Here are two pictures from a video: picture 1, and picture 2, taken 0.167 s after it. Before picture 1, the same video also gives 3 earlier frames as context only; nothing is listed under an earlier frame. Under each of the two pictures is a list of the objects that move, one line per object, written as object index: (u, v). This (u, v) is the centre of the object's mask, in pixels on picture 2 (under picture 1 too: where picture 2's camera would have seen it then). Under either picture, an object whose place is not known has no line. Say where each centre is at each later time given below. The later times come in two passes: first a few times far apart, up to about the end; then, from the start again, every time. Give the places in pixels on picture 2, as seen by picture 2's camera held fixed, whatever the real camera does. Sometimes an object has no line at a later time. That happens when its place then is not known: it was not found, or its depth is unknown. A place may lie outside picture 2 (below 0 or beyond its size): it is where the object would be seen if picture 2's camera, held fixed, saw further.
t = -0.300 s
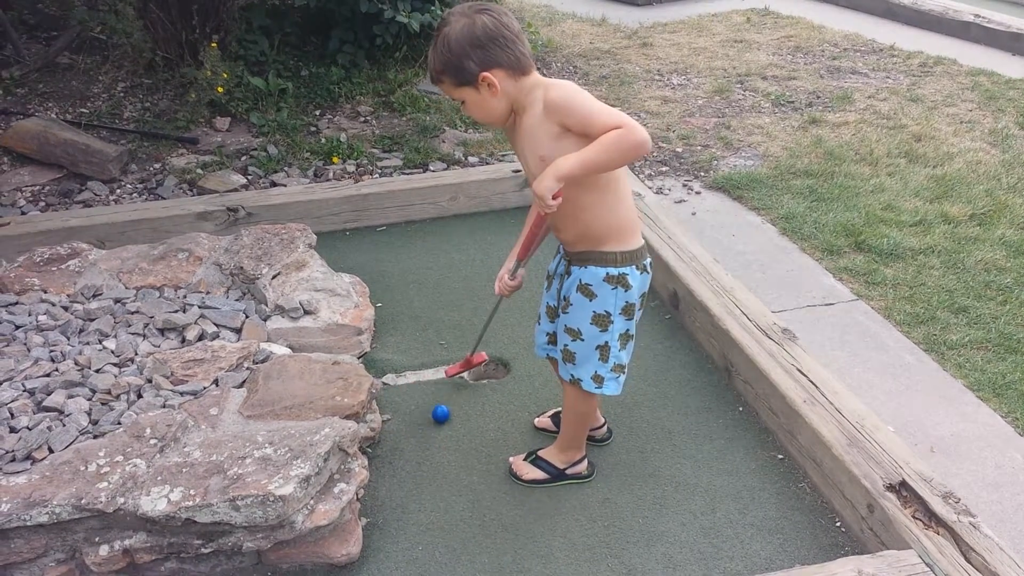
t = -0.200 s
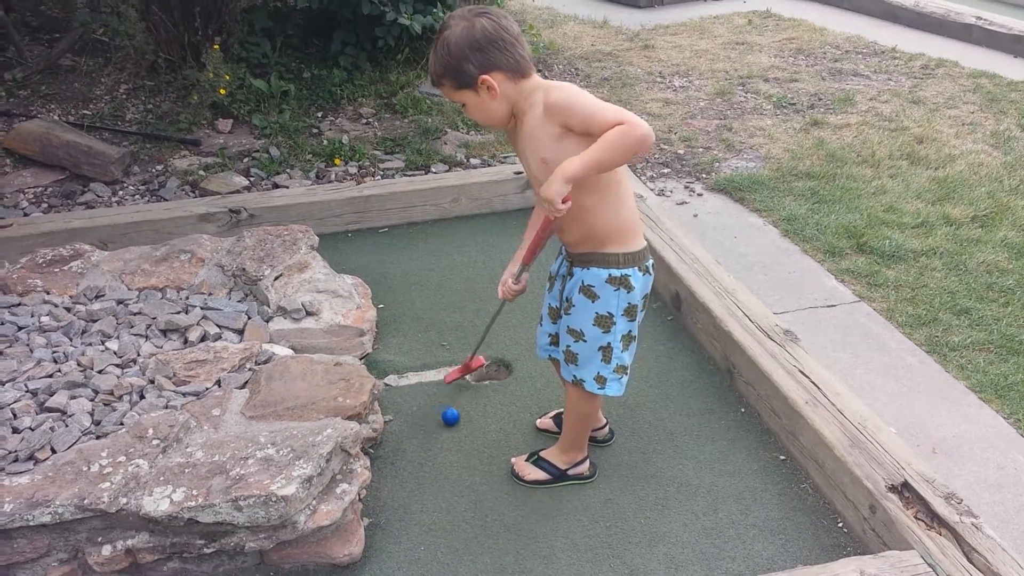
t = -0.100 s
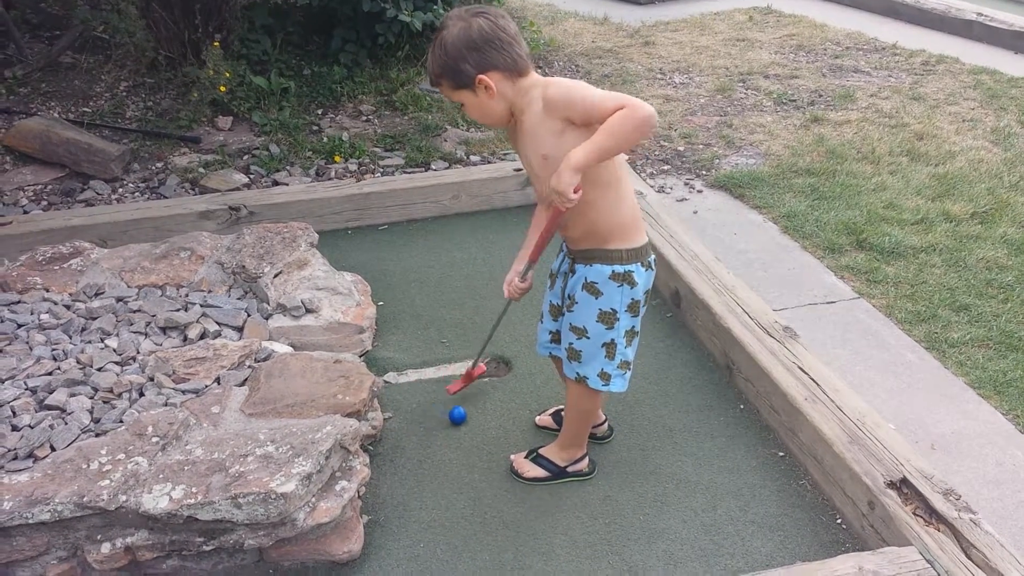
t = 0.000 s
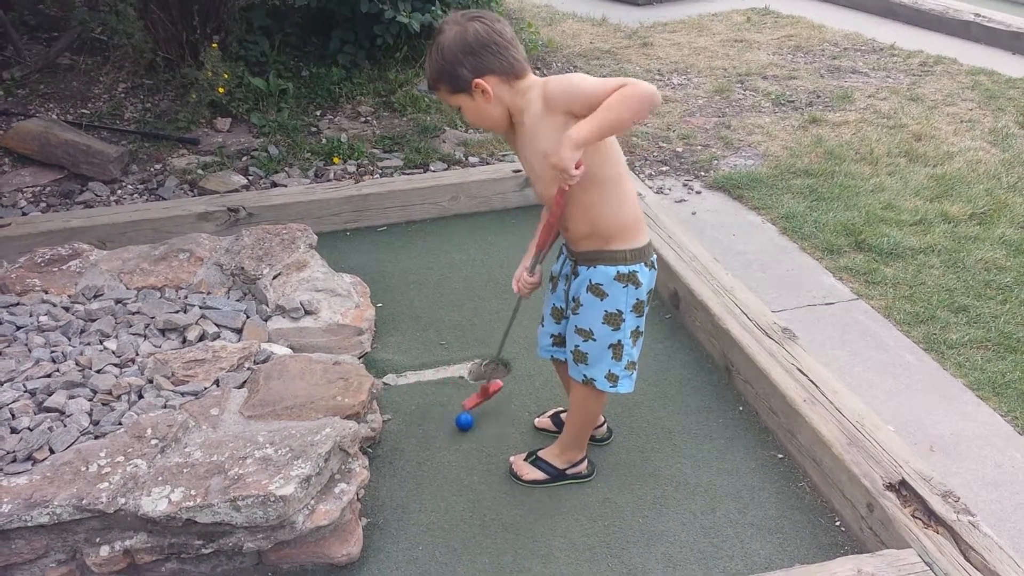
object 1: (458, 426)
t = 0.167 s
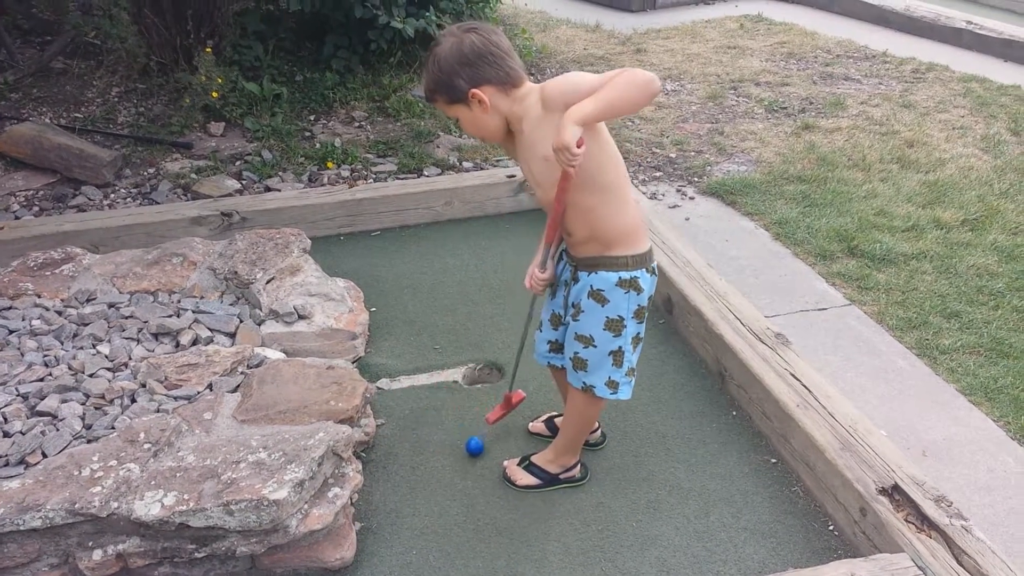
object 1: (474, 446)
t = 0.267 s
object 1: (485, 458)
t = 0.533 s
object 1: (510, 486)
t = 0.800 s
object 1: (536, 509)
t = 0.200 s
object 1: (478, 450)
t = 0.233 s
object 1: (481, 454)
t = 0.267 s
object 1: (485, 458)
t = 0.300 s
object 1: (488, 462)
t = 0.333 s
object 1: (491, 465)
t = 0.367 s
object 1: (494, 469)
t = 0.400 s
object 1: (497, 473)
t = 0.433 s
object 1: (500, 476)
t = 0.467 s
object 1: (503, 479)
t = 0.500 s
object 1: (507, 483)
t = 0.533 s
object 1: (510, 486)
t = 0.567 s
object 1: (513, 489)
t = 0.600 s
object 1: (517, 493)
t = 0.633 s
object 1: (520, 496)
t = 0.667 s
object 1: (523, 498)
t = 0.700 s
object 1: (527, 501)
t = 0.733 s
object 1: (529, 504)
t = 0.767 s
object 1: (533, 506)
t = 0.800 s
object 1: (536, 509)
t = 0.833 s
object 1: (539, 511)
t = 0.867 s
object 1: (542, 513)
